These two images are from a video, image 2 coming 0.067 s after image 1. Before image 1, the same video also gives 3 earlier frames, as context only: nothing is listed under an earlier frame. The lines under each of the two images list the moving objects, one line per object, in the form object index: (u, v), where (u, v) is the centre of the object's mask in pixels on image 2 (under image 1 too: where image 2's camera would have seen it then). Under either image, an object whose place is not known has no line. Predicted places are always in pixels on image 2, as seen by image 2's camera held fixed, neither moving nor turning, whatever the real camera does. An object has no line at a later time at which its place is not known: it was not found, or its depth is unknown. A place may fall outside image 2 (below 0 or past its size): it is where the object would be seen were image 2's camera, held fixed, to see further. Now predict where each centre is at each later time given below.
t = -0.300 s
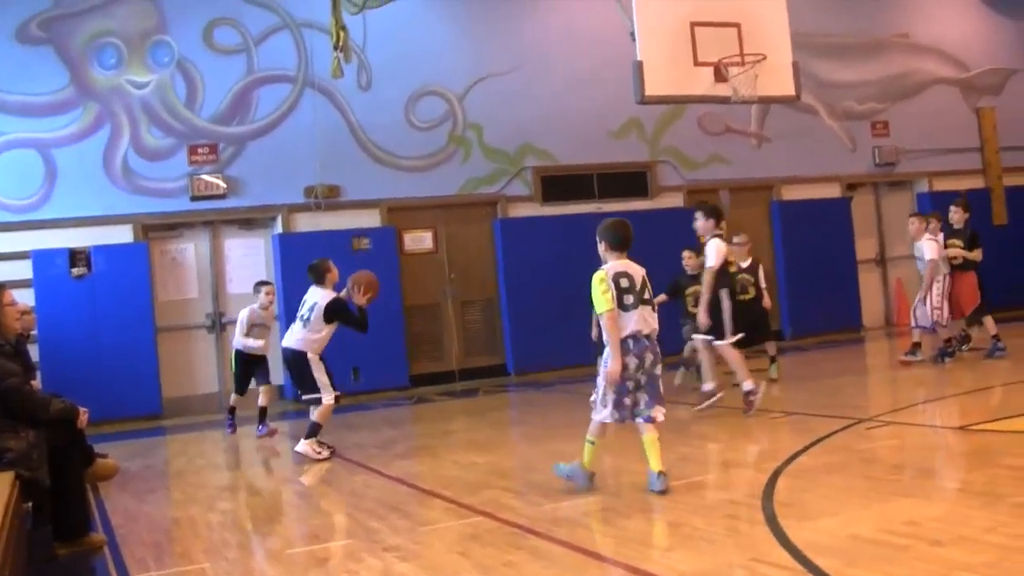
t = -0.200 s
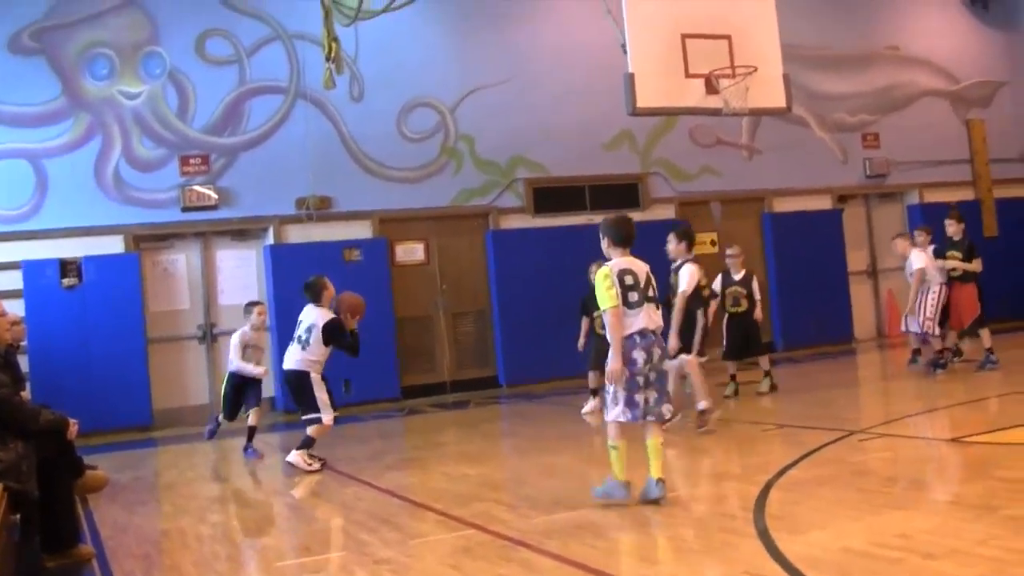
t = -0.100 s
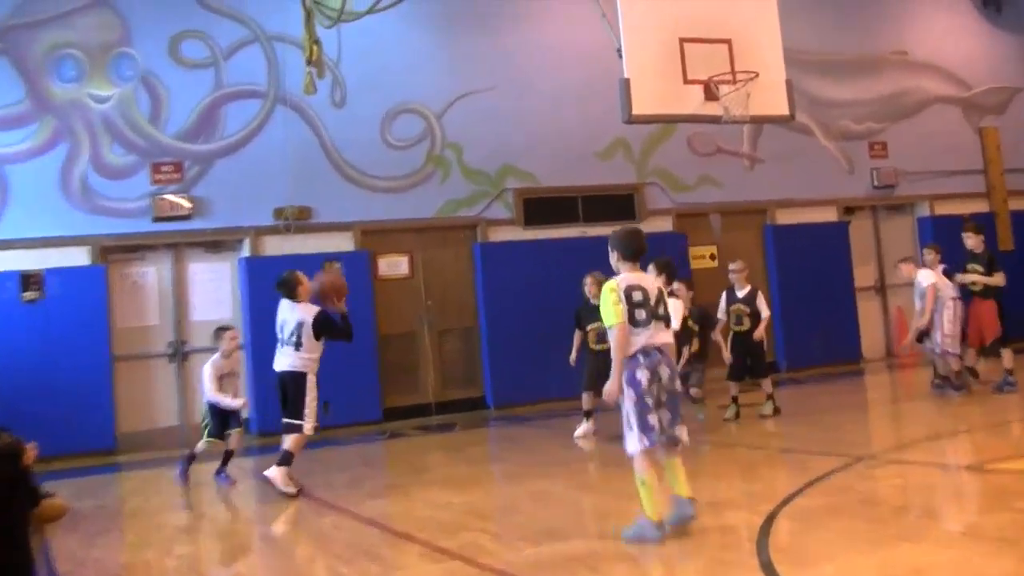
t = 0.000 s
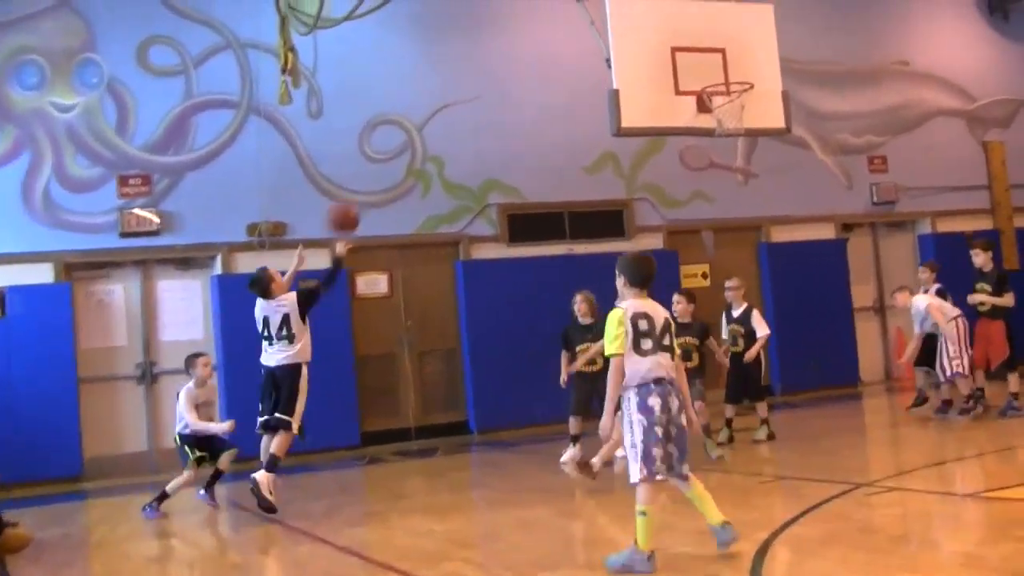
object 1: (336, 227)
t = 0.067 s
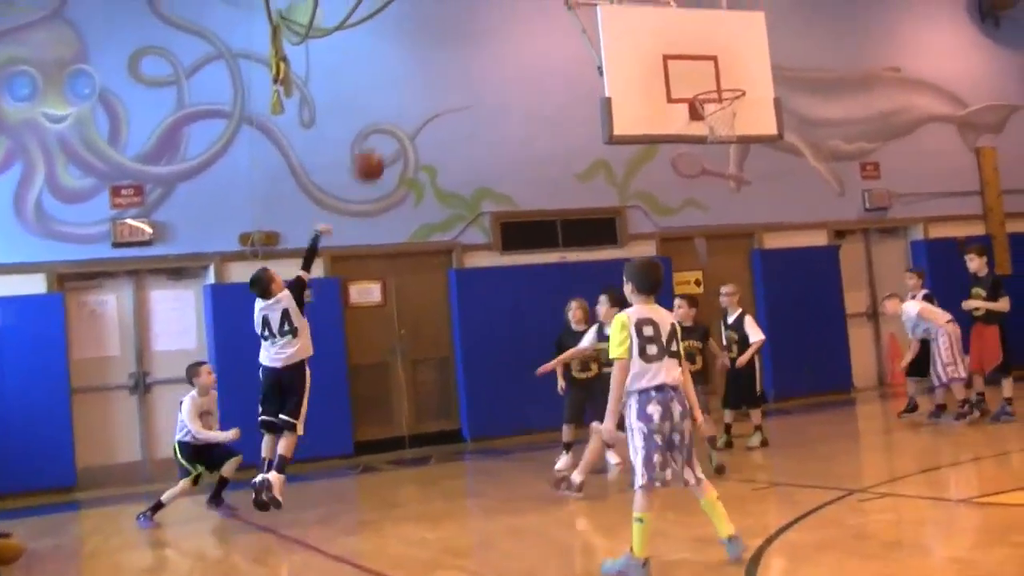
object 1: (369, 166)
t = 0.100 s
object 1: (385, 139)
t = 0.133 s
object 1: (399, 114)
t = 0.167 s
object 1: (414, 91)
